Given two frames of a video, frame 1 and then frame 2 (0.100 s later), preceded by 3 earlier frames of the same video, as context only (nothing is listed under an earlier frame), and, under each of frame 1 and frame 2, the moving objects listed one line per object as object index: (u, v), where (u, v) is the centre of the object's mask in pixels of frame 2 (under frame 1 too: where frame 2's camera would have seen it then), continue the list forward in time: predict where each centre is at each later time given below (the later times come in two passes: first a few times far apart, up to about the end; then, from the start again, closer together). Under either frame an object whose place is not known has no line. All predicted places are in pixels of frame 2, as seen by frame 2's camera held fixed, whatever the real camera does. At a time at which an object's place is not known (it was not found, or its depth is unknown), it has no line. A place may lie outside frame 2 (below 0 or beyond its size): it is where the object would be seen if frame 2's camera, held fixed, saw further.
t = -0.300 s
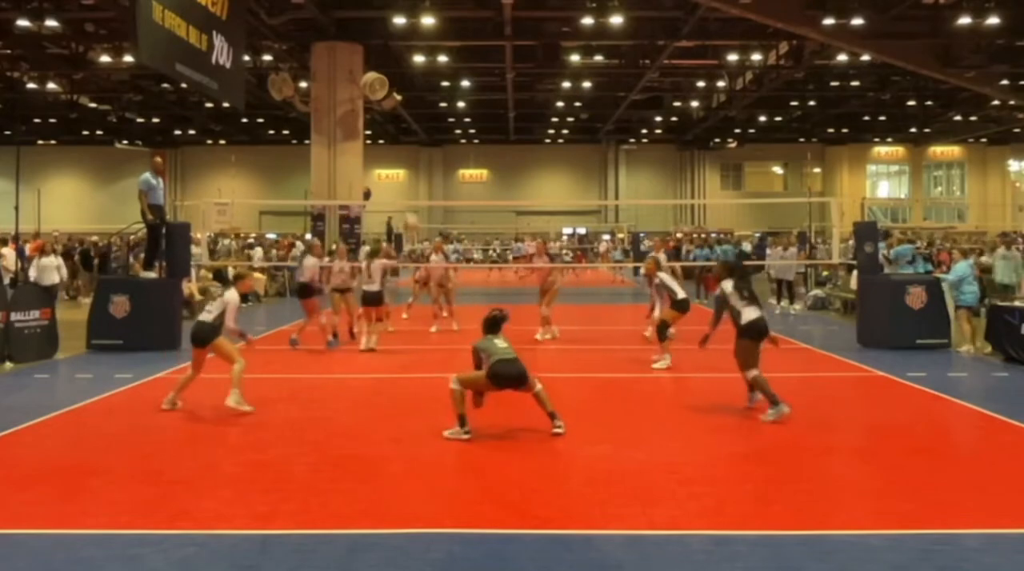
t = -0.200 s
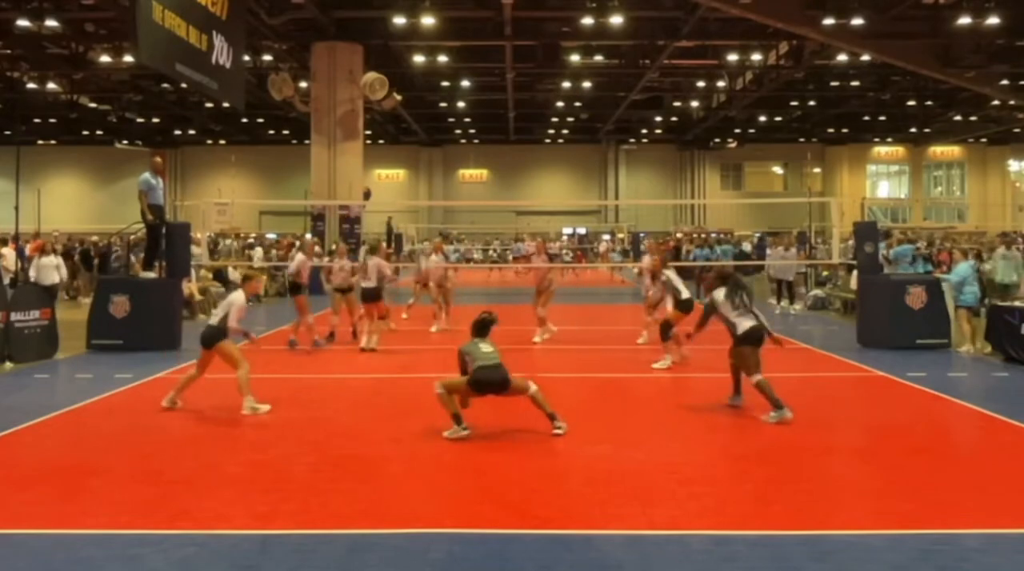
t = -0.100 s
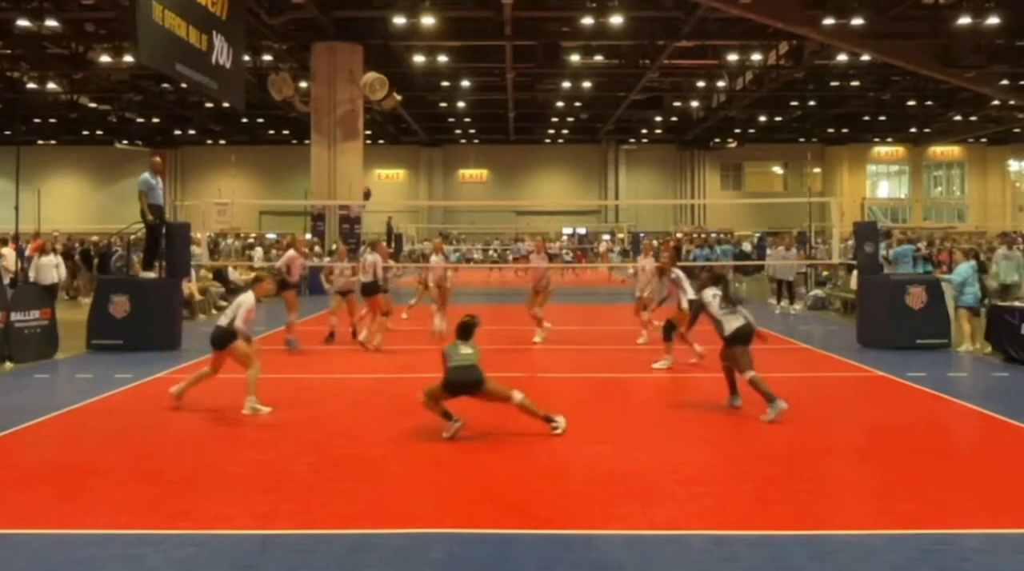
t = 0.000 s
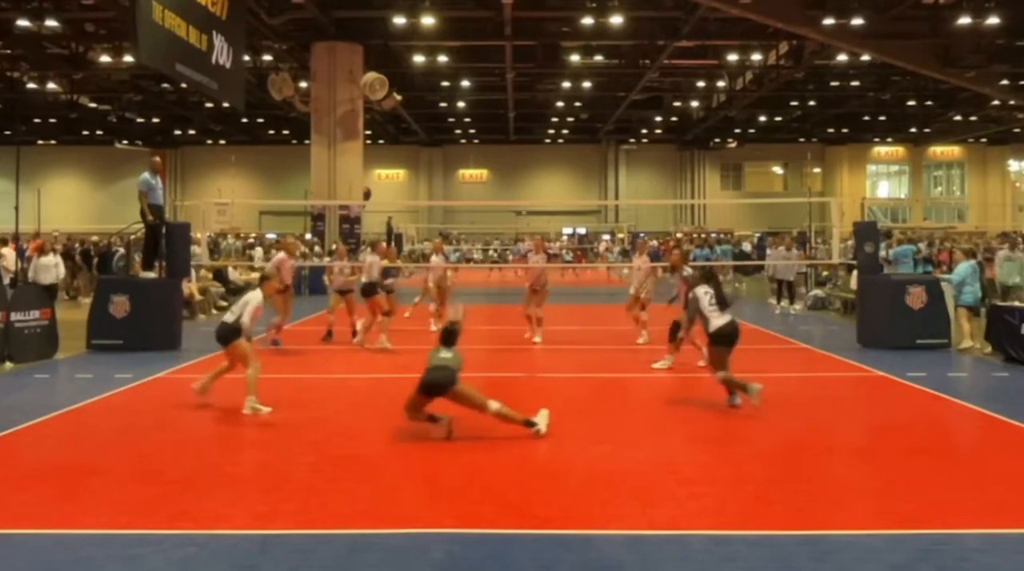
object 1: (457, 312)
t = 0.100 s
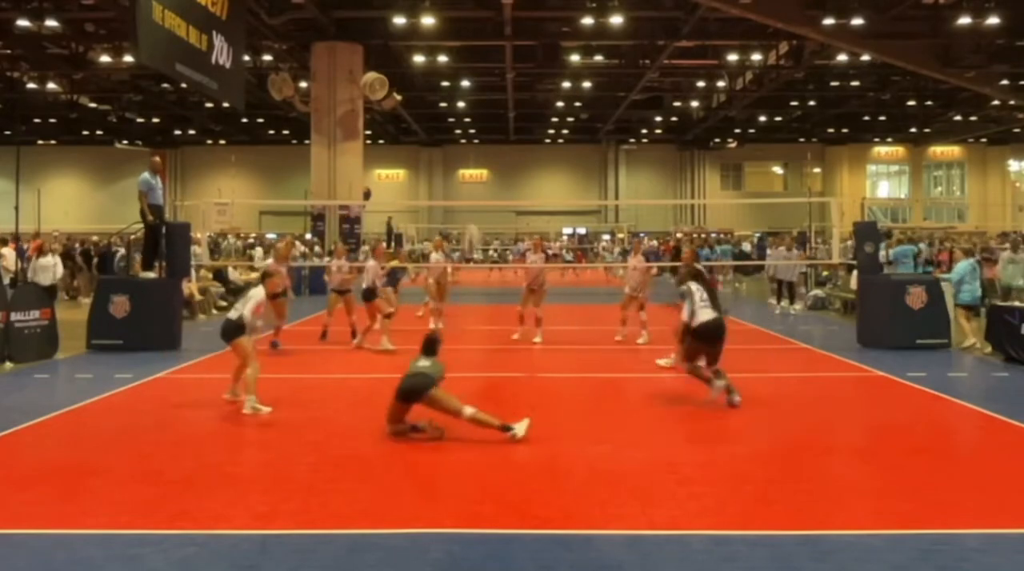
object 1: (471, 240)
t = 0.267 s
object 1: (498, 135)
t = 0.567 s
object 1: (544, 30)
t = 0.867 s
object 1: (585, 14)
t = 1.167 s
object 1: (624, 71)
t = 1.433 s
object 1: (654, 174)
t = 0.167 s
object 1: (483, 190)
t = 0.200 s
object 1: (489, 169)
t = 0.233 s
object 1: (494, 152)
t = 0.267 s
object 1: (498, 135)
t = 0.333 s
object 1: (508, 104)
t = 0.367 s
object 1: (514, 89)
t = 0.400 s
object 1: (519, 76)
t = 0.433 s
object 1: (524, 65)
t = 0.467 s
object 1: (529, 55)
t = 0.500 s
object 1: (534, 46)
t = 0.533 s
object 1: (539, 37)
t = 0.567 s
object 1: (544, 30)
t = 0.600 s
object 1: (548, 25)
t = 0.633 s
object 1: (553, 20)
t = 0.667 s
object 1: (557, 17)
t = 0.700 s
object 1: (562, 13)
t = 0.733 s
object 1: (567, 11)
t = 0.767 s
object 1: (572, 11)
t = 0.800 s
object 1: (576, 11)
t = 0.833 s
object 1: (580, 11)
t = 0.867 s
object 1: (585, 14)
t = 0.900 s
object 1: (590, 16)
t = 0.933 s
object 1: (594, 21)
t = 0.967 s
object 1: (599, 26)
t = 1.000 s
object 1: (603, 30)
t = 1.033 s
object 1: (607, 37)
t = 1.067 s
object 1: (611, 45)
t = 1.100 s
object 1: (616, 53)
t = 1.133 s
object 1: (619, 62)
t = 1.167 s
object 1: (624, 71)
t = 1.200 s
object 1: (627, 82)
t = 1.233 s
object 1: (631, 94)
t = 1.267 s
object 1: (635, 106)
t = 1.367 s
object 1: (647, 144)
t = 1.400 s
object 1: (651, 158)
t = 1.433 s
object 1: (654, 174)
